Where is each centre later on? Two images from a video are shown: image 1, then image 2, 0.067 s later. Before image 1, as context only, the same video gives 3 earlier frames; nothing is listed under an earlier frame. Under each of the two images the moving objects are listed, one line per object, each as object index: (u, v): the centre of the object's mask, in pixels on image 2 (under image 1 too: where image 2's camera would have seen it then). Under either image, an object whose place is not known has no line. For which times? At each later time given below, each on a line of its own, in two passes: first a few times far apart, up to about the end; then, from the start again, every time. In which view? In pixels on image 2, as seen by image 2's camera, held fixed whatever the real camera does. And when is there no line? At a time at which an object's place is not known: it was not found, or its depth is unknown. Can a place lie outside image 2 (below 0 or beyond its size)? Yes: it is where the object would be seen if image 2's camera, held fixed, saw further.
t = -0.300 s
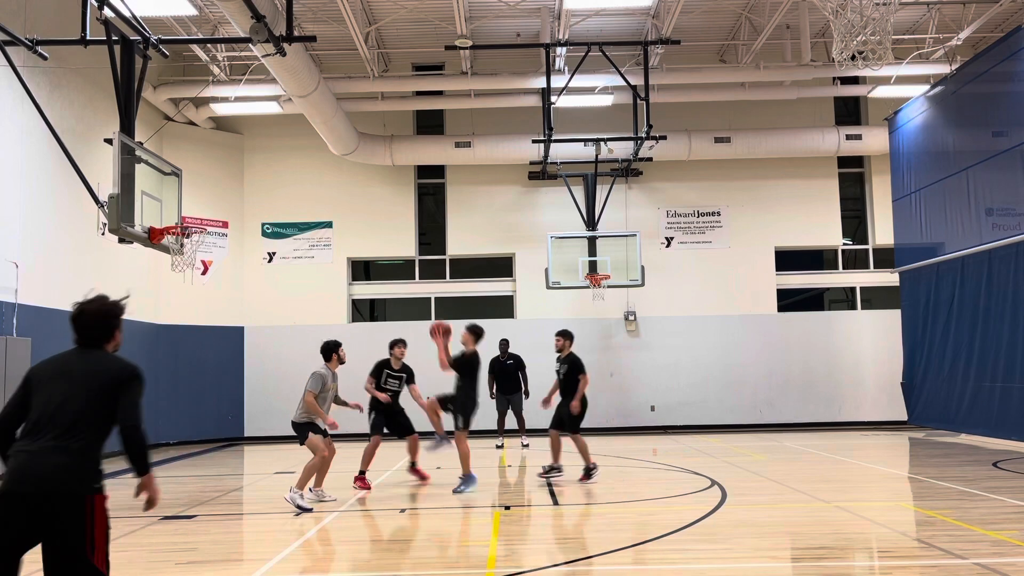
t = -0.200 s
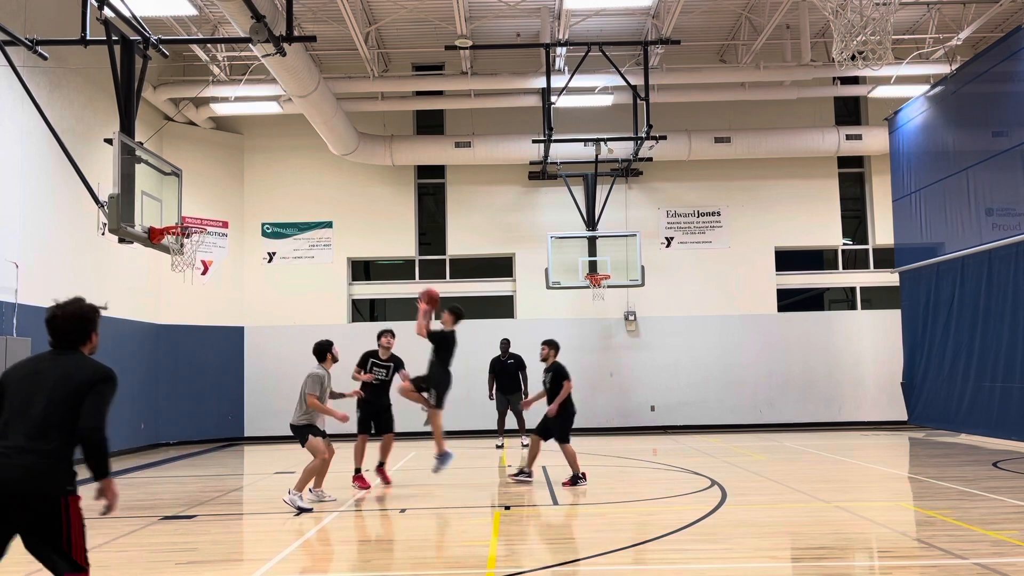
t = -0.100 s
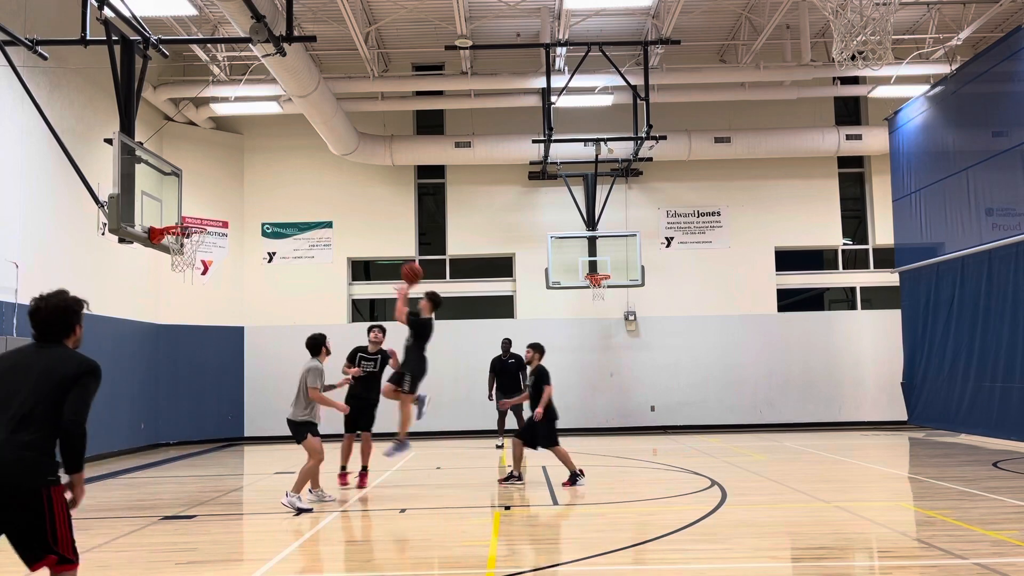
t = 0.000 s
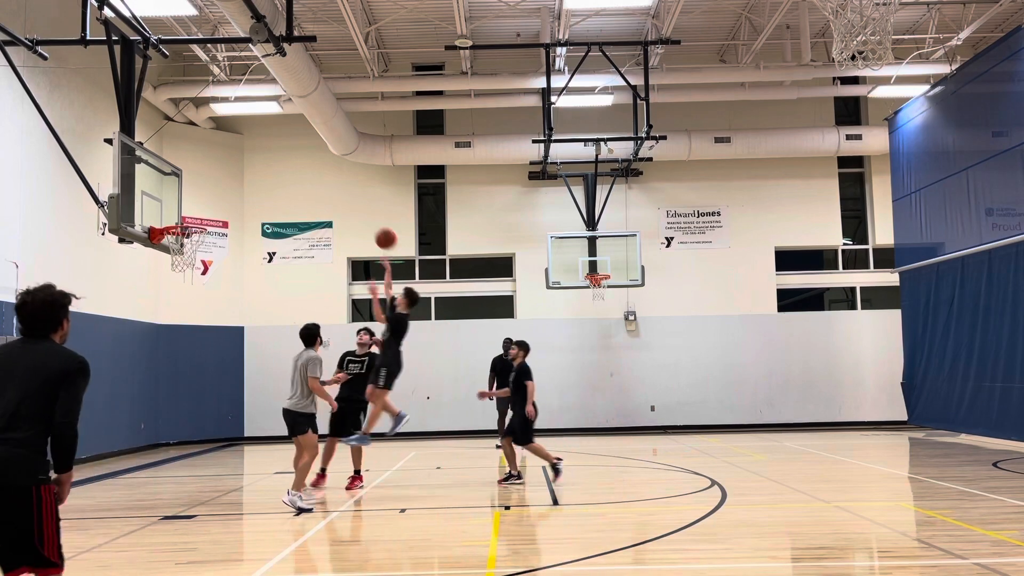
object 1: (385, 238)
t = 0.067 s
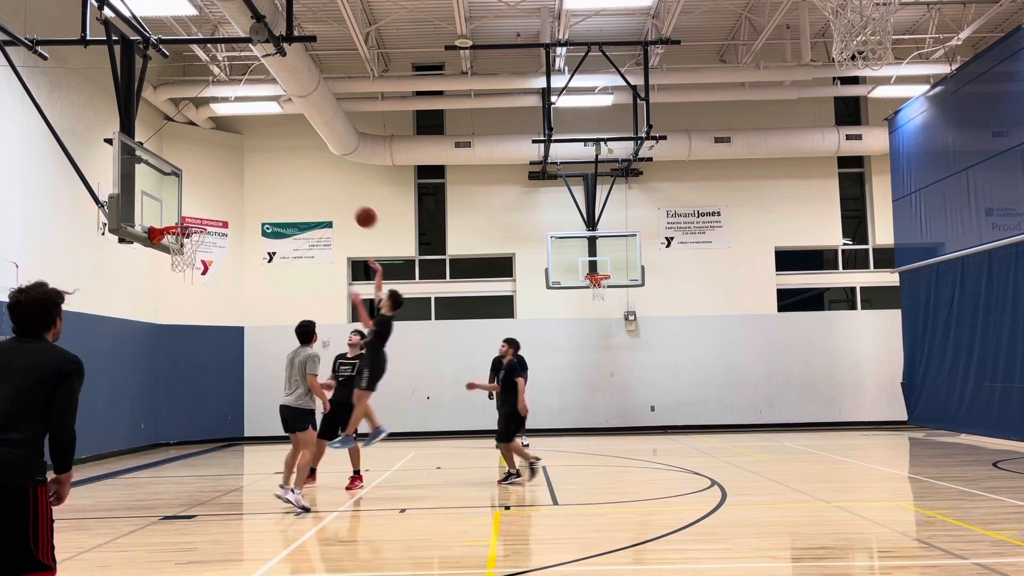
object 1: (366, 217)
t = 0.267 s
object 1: (309, 177)
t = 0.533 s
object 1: (237, 176)
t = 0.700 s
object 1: (193, 205)
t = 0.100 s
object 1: (356, 208)
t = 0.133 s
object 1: (346, 200)
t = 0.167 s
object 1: (337, 193)
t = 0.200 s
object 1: (327, 186)
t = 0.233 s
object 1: (318, 182)
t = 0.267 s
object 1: (309, 177)
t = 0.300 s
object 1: (300, 174)
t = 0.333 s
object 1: (290, 171)
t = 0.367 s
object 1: (281, 170)
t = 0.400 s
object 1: (272, 169)
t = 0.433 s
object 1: (263, 170)
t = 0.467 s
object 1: (255, 171)
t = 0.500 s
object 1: (246, 173)
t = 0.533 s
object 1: (237, 176)
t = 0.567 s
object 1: (228, 180)
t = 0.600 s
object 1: (219, 185)
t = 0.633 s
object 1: (211, 191)
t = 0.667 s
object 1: (202, 197)
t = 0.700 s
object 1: (193, 205)
